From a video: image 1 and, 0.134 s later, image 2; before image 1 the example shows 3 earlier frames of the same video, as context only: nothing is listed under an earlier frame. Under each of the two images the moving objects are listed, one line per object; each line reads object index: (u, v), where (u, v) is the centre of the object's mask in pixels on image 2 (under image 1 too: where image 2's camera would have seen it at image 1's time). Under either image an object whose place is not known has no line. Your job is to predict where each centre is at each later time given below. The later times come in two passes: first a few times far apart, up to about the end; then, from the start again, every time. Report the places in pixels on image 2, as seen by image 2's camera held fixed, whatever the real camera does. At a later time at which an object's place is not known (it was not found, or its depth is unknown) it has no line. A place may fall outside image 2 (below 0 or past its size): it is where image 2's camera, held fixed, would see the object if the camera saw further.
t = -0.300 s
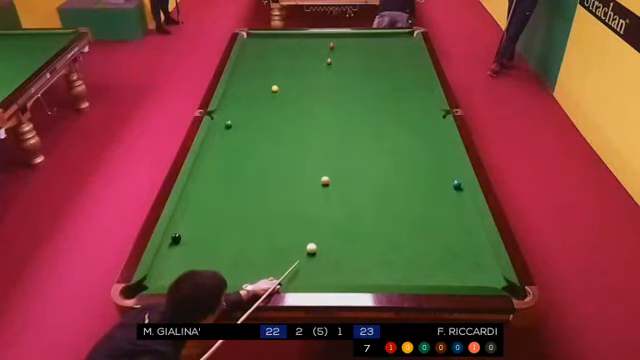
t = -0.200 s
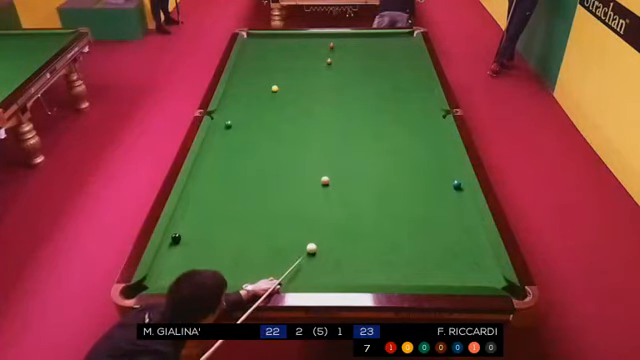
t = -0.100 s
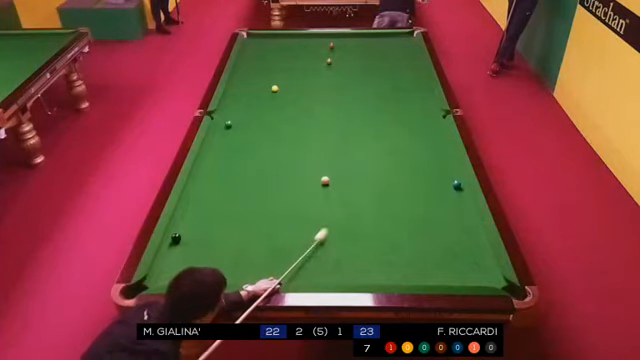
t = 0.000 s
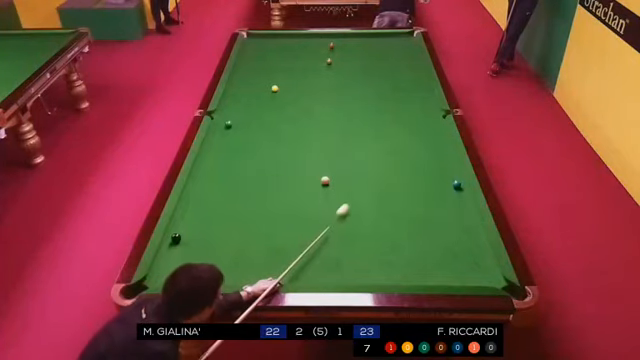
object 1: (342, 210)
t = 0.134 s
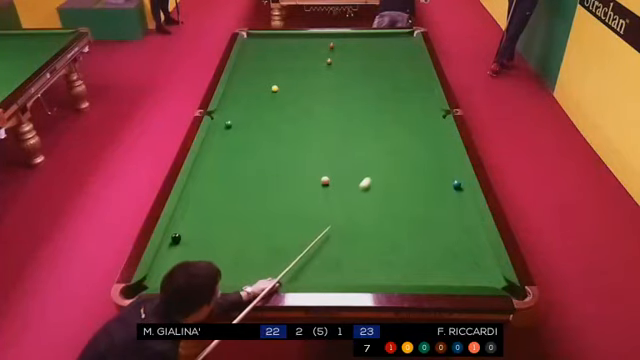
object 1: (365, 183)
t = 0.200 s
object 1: (374, 172)
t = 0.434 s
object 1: (402, 140)
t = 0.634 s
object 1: (421, 117)
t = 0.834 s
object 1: (430, 97)
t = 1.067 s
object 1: (409, 81)
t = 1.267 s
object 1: (395, 69)
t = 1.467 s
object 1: (383, 58)
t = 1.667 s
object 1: (372, 48)
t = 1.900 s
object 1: (360, 37)
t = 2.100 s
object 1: (351, 37)
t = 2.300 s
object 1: (343, 44)
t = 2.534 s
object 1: (333, 51)
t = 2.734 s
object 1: (324, 58)
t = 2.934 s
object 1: (315, 65)
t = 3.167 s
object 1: (305, 73)
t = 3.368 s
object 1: (295, 80)
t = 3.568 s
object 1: (285, 87)
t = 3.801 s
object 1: (274, 96)
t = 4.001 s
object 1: (263, 104)
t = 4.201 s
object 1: (253, 112)
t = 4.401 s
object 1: (242, 121)
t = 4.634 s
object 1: (229, 131)
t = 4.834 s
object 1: (217, 139)
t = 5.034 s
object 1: (205, 149)
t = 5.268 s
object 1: (203, 158)
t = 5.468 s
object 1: (205, 166)
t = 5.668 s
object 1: (207, 173)
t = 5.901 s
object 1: (209, 182)
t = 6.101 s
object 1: (211, 190)
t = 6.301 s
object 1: (213, 197)
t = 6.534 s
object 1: (215, 206)
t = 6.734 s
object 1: (217, 213)
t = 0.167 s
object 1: (370, 178)
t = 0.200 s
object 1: (374, 172)
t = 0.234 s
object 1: (379, 167)
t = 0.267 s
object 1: (383, 163)
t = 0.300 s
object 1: (387, 157)
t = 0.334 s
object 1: (390, 153)
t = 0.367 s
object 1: (394, 149)
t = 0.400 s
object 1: (398, 144)
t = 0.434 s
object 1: (402, 140)
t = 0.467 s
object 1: (405, 136)
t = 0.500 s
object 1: (408, 132)
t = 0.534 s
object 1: (412, 128)
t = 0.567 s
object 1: (415, 124)
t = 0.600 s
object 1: (418, 120)
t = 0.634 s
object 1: (421, 117)
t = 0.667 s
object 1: (424, 113)
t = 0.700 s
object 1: (427, 109)
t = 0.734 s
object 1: (430, 106)
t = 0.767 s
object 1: (433, 103)
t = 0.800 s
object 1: (434, 100)
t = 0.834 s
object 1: (430, 97)
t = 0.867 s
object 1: (426, 95)
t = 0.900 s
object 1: (423, 92)
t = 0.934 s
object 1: (420, 90)
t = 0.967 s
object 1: (417, 88)
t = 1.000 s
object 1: (415, 86)
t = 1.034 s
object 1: (412, 83)
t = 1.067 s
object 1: (409, 81)
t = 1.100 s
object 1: (407, 79)
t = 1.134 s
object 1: (405, 77)
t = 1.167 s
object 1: (402, 75)
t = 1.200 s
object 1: (400, 73)
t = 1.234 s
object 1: (398, 71)
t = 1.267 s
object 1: (395, 69)
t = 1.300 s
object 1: (393, 67)
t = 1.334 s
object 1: (391, 65)
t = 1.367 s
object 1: (389, 63)
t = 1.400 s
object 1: (387, 61)
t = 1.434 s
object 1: (385, 59)
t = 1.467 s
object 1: (383, 58)
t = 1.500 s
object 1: (381, 56)
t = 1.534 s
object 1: (379, 54)
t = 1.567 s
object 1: (377, 53)
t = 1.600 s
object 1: (375, 51)
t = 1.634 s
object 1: (374, 50)
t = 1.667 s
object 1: (372, 48)
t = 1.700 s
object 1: (370, 46)
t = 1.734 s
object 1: (368, 45)
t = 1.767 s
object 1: (367, 43)
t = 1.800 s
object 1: (365, 42)
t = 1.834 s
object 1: (363, 40)
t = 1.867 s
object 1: (362, 39)
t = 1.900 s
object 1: (360, 37)
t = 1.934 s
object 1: (359, 36)
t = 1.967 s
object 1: (357, 35)
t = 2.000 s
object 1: (355, 34)
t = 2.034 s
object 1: (354, 35)
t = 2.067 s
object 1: (353, 36)
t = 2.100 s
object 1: (351, 37)
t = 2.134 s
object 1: (350, 39)
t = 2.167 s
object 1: (349, 40)
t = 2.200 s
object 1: (347, 41)
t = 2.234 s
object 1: (346, 42)
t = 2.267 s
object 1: (344, 43)
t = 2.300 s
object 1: (343, 44)
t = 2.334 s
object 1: (342, 45)
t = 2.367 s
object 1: (340, 46)
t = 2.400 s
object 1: (339, 47)
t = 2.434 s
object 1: (337, 48)
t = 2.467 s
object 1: (336, 49)
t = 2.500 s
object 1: (334, 50)
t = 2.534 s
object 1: (333, 51)
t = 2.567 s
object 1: (331, 52)
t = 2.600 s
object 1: (330, 53)
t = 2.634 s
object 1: (329, 54)
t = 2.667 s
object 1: (327, 55)
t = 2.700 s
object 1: (326, 57)
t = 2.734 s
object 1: (324, 58)
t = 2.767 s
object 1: (323, 59)
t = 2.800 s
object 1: (321, 60)
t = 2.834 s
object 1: (320, 61)
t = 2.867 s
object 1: (318, 62)
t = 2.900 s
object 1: (316, 63)
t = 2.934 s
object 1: (315, 65)
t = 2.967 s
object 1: (313, 66)
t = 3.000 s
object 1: (312, 67)
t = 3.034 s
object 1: (311, 68)
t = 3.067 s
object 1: (309, 69)
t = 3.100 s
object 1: (308, 70)
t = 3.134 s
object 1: (306, 71)
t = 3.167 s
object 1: (305, 73)
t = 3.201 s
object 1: (303, 74)
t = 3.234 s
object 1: (301, 75)
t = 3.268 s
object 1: (300, 76)
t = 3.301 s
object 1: (298, 78)
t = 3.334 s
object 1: (296, 79)
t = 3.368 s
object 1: (295, 80)
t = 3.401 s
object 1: (293, 81)
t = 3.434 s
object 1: (292, 82)
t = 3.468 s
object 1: (290, 84)
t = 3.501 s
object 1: (289, 85)
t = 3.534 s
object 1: (287, 86)
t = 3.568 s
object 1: (285, 87)
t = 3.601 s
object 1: (284, 88)
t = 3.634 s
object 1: (282, 90)
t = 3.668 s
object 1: (280, 91)
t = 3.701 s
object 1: (279, 92)
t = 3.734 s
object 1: (277, 94)
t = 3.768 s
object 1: (275, 95)
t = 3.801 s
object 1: (274, 96)
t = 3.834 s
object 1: (272, 98)
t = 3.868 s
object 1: (270, 99)
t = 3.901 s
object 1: (268, 100)
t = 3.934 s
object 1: (267, 102)
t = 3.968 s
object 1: (265, 103)
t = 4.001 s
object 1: (263, 104)
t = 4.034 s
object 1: (262, 105)
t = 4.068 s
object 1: (260, 107)
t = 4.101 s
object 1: (258, 108)
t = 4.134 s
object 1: (256, 110)
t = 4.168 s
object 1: (254, 111)
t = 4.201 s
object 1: (253, 112)
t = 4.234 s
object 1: (251, 114)
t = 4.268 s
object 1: (249, 115)
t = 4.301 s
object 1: (247, 117)
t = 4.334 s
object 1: (245, 118)
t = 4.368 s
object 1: (243, 119)
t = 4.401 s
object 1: (242, 121)
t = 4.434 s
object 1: (240, 122)
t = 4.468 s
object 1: (238, 123)
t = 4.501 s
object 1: (236, 125)
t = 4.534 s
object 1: (234, 126)
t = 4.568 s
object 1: (232, 128)
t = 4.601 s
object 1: (230, 129)
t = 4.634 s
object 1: (229, 131)
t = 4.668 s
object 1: (227, 132)
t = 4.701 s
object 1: (225, 133)
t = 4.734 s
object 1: (223, 135)
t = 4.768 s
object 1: (221, 136)
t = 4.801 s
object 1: (219, 138)
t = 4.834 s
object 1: (217, 139)
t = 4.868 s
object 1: (215, 141)
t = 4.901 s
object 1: (213, 142)
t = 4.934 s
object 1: (211, 144)
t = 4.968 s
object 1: (209, 146)
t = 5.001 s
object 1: (207, 147)
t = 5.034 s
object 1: (205, 149)
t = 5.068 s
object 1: (203, 150)
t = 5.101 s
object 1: (202, 151)
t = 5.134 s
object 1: (202, 153)
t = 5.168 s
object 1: (202, 154)
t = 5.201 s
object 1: (203, 155)
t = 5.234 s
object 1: (203, 157)
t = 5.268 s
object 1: (203, 158)
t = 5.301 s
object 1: (203, 159)
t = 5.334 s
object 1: (204, 161)
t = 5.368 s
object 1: (204, 162)
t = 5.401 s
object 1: (204, 163)
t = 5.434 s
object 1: (205, 164)
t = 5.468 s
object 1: (205, 166)
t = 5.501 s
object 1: (205, 167)
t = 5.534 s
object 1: (205, 168)
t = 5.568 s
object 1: (206, 169)
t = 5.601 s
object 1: (206, 171)
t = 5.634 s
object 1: (206, 172)
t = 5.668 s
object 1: (207, 173)
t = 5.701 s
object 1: (207, 175)
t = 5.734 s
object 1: (207, 176)
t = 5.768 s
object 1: (208, 177)
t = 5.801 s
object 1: (208, 178)
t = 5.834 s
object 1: (208, 180)
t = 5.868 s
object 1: (209, 181)
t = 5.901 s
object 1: (209, 182)
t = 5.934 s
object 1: (209, 183)
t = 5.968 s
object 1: (210, 185)
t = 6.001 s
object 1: (210, 186)
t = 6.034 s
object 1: (210, 187)
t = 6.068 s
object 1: (210, 188)
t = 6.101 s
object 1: (211, 190)
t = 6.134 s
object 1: (211, 191)
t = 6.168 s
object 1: (212, 192)
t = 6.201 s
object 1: (212, 193)
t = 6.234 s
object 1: (213, 195)
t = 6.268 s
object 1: (213, 196)
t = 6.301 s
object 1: (213, 197)
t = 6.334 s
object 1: (213, 198)
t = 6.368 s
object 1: (214, 200)
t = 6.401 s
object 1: (214, 201)
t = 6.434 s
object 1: (214, 202)
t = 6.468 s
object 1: (215, 203)
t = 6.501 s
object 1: (215, 205)
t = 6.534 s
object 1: (215, 206)
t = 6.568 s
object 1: (216, 207)
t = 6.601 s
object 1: (216, 208)
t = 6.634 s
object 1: (216, 210)
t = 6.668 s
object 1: (217, 211)
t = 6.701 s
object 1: (217, 212)
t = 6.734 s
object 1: (217, 213)
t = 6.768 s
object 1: (217, 215)
